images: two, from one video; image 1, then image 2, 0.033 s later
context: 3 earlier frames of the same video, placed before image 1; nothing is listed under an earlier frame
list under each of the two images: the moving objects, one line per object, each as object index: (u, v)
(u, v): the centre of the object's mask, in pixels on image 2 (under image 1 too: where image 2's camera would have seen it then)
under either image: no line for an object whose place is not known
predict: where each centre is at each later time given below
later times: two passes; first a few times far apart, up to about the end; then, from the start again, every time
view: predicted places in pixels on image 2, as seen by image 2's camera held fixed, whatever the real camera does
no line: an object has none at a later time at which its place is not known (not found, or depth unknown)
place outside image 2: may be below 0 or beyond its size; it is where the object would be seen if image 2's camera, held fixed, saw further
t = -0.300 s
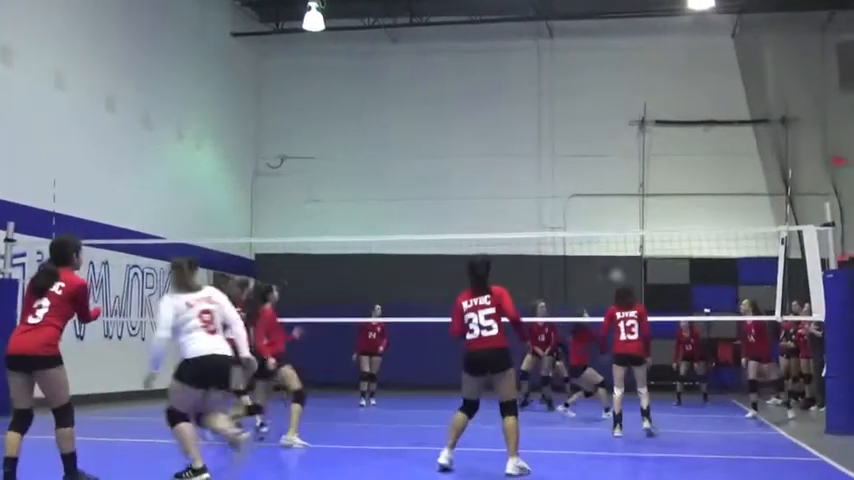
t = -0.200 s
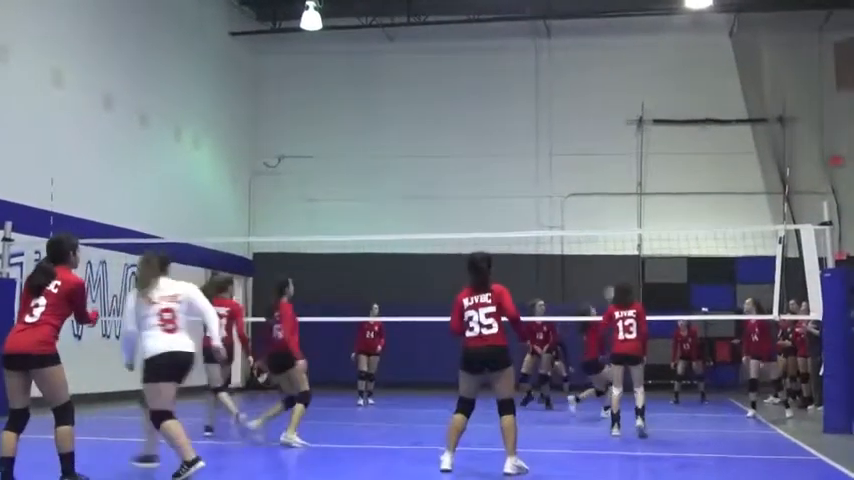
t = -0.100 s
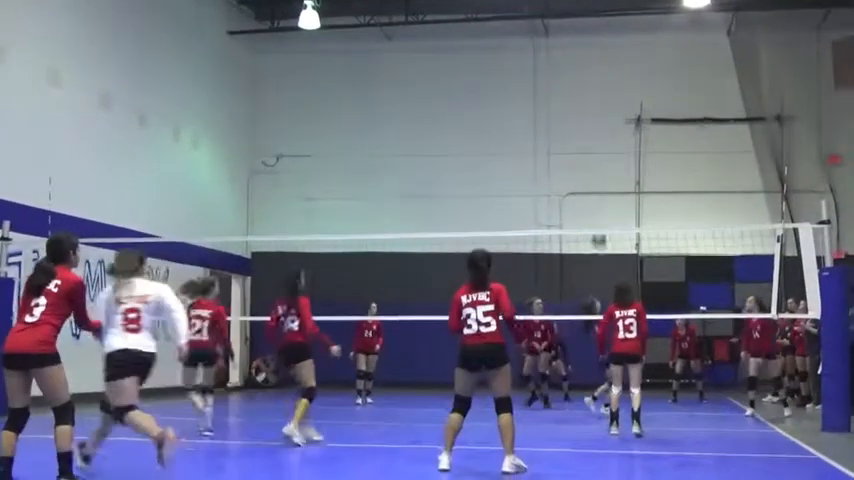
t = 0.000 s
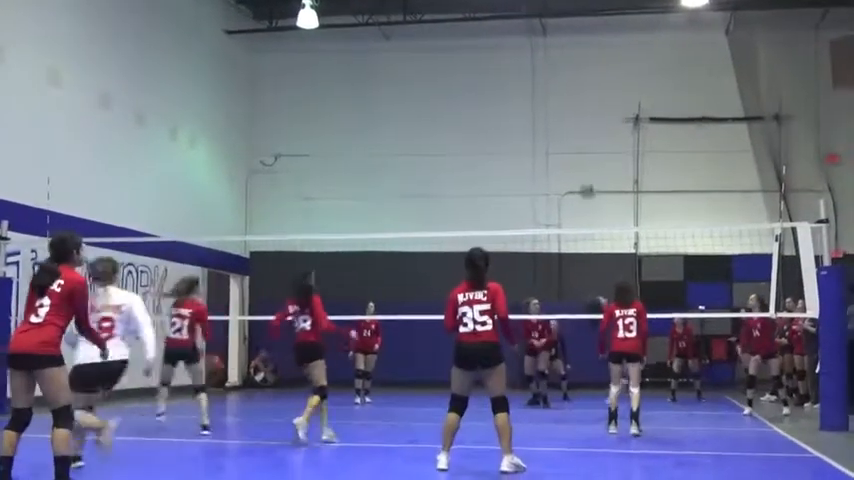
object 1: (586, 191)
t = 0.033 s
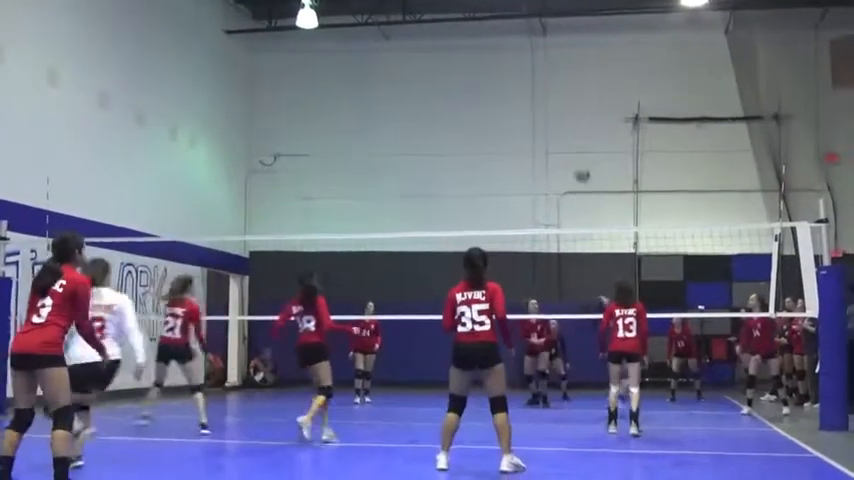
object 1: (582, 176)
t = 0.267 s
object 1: (557, 95)
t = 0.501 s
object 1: (533, 56)
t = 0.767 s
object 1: (506, 56)
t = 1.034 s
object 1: (480, 103)
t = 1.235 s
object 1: (464, 175)
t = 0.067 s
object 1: (578, 162)
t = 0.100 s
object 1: (574, 148)
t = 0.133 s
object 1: (571, 136)
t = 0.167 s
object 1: (568, 125)
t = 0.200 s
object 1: (564, 112)
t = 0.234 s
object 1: (562, 103)
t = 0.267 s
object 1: (557, 95)
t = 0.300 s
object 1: (553, 87)
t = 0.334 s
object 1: (550, 80)
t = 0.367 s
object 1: (548, 74)
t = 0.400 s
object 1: (541, 67)
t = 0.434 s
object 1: (539, 62)
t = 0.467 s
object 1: (536, 59)
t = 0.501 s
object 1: (533, 56)
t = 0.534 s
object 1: (529, 54)
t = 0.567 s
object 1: (527, 52)
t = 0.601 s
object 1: (523, 51)
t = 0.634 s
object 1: (520, 49)
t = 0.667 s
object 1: (517, 51)
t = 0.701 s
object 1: (514, 52)
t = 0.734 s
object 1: (510, 51)
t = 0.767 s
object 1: (506, 56)
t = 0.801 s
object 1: (503, 61)
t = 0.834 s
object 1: (501, 64)
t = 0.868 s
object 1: (498, 69)
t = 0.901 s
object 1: (497, 75)
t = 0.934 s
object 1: (493, 81)
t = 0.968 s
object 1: (488, 89)
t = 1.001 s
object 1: (484, 96)
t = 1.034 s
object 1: (480, 103)
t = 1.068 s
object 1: (479, 115)
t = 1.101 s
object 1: (475, 128)
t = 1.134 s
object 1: (471, 138)
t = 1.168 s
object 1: (469, 149)
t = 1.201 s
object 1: (467, 162)
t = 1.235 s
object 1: (464, 175)
